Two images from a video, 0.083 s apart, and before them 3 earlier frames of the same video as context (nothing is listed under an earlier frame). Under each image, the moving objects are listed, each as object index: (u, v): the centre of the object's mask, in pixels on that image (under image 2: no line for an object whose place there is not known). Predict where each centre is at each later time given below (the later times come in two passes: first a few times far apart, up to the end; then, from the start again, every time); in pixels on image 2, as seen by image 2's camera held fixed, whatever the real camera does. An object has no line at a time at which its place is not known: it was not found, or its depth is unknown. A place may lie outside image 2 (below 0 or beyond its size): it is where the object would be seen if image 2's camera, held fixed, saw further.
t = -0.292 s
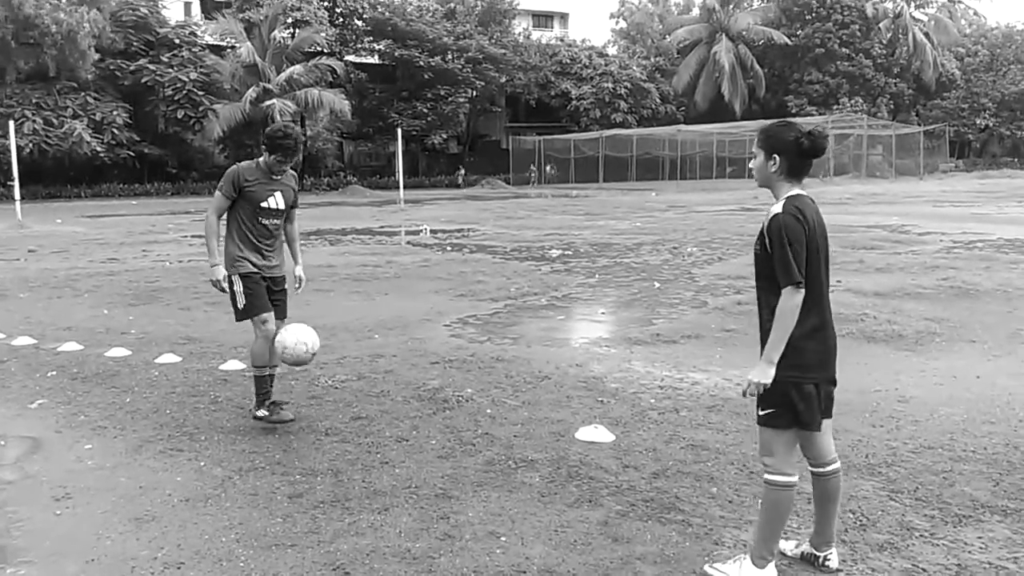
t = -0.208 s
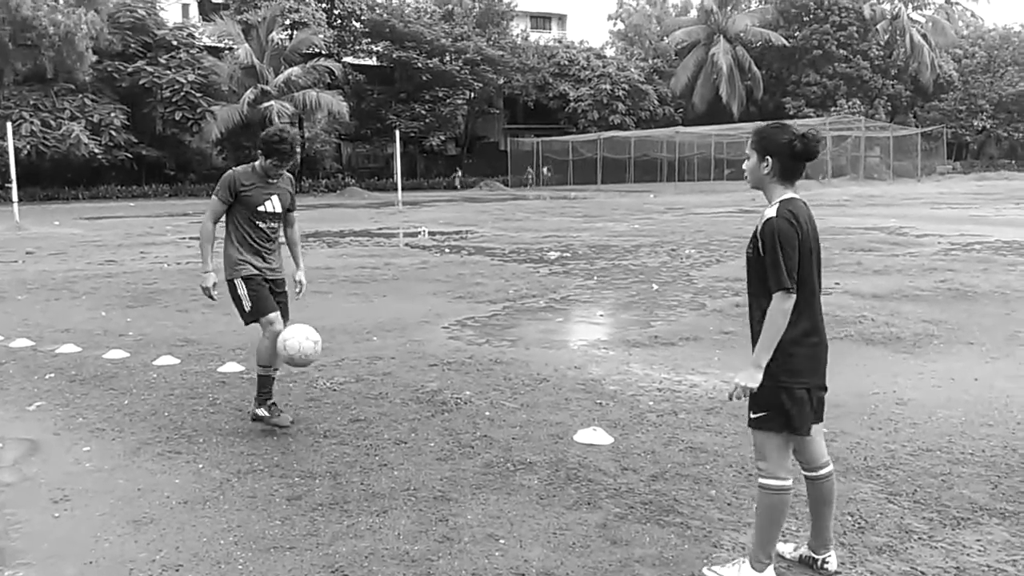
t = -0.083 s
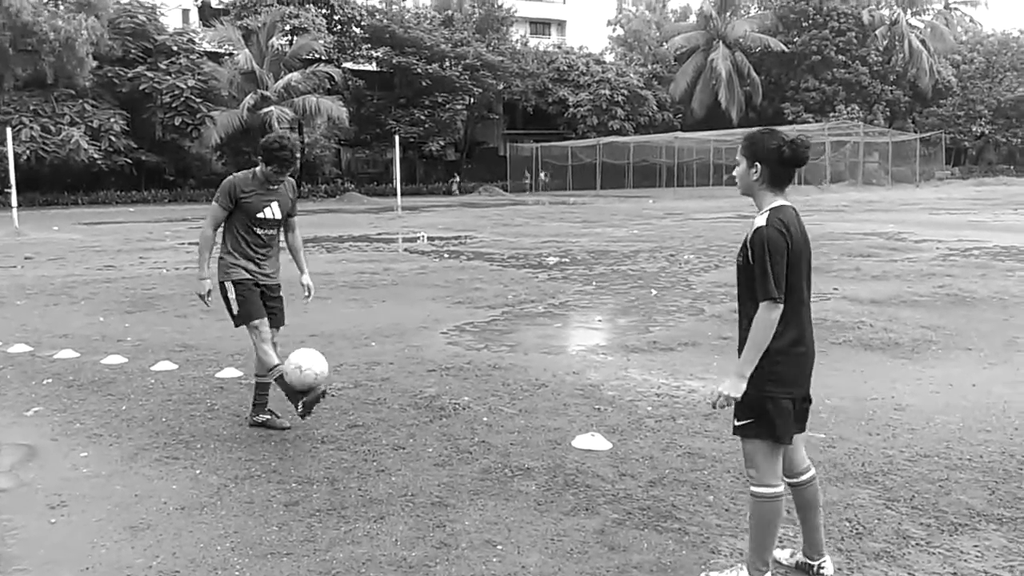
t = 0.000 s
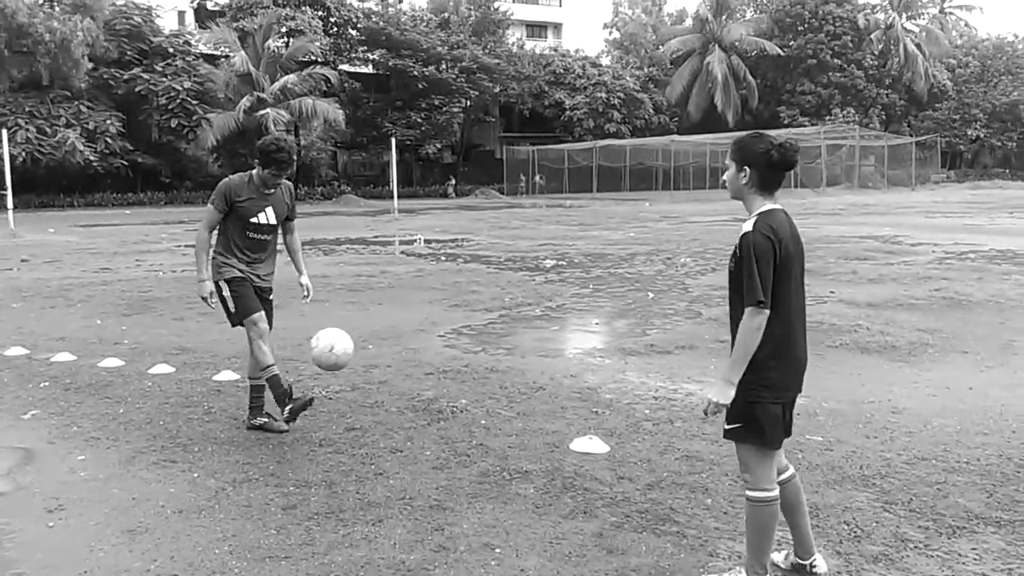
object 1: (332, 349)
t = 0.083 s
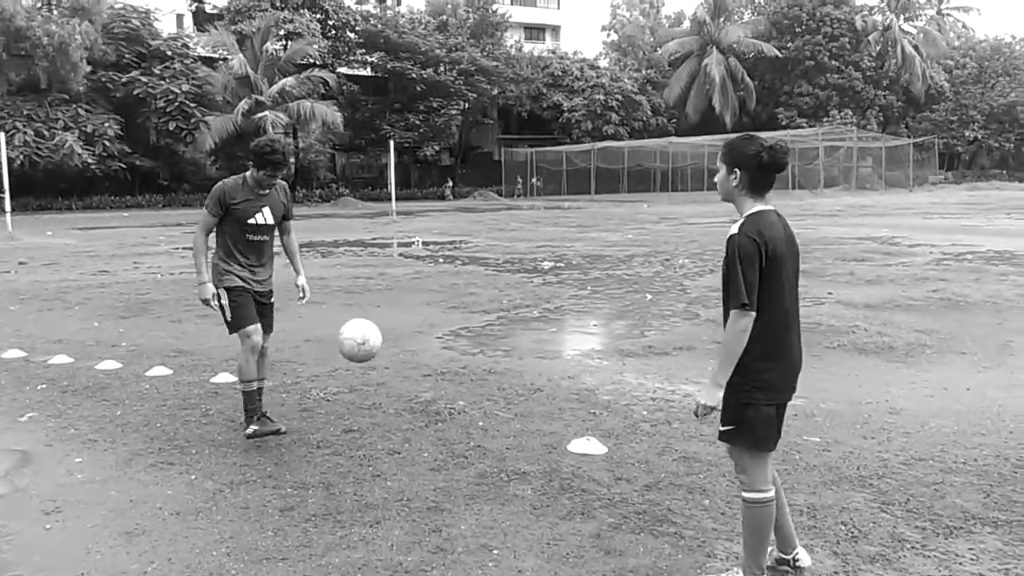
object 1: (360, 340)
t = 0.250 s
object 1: (421, 357)
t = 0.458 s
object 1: (503, 440)
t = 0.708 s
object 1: (592, 396)
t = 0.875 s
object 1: (653, 434)
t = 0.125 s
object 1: (375, 340)
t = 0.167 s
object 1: (390, 342)
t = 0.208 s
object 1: (406, 348)
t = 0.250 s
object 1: (421, 357)
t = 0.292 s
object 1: (438, 370)
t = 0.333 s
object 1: (454, 386)
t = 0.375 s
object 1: (470, 405)
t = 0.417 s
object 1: (487, 429)
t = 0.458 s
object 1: (503, 440)
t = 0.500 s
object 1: (518, 425)
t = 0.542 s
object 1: (533, 412)
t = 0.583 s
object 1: (547, 404)
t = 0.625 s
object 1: (562, 398)
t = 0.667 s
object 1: (578, 396)
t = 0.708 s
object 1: (592, 396)
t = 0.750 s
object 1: (607, 400)
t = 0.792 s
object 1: (622, 408)
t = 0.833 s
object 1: (639, 420)
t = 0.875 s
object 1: (653, 434)
